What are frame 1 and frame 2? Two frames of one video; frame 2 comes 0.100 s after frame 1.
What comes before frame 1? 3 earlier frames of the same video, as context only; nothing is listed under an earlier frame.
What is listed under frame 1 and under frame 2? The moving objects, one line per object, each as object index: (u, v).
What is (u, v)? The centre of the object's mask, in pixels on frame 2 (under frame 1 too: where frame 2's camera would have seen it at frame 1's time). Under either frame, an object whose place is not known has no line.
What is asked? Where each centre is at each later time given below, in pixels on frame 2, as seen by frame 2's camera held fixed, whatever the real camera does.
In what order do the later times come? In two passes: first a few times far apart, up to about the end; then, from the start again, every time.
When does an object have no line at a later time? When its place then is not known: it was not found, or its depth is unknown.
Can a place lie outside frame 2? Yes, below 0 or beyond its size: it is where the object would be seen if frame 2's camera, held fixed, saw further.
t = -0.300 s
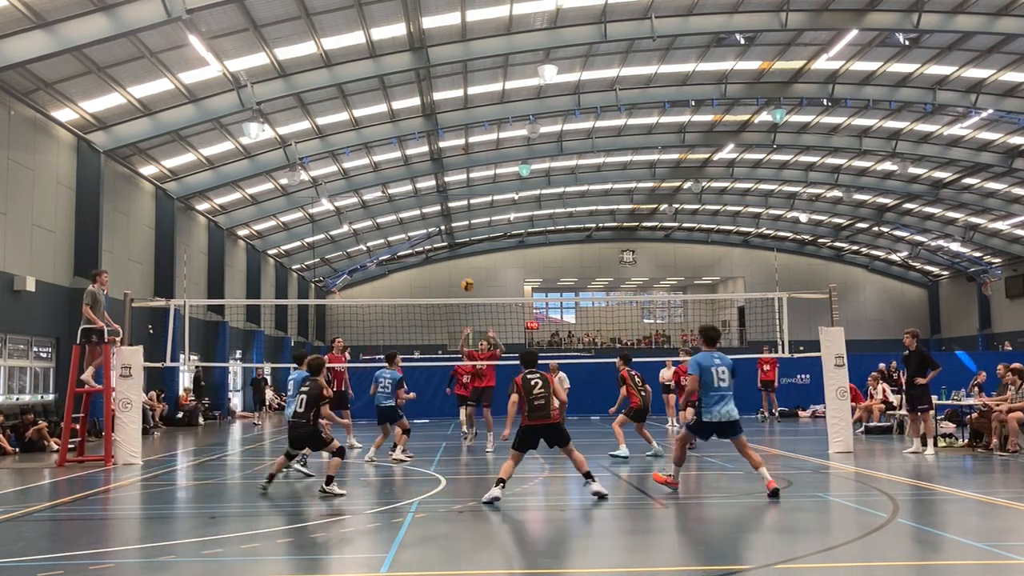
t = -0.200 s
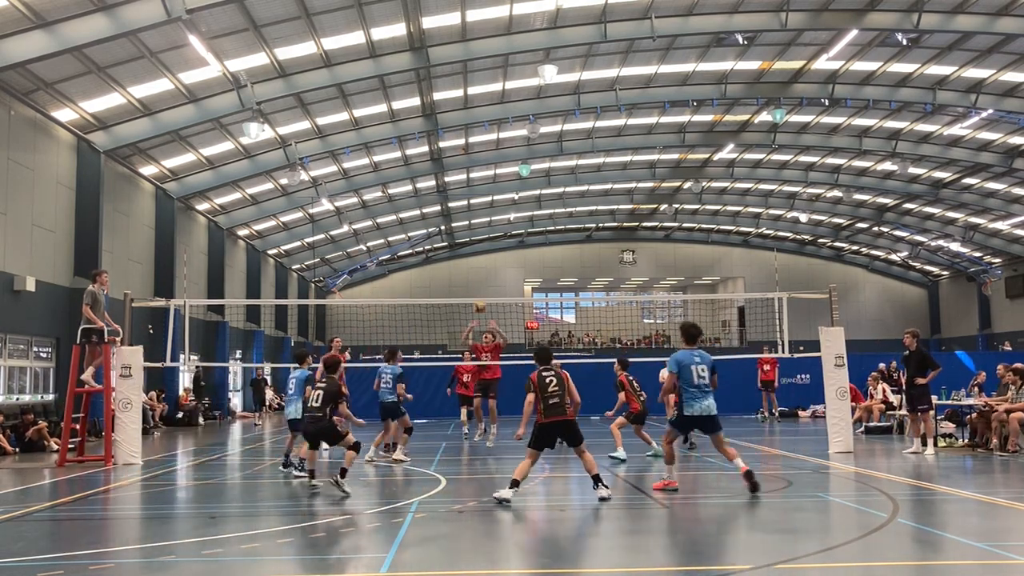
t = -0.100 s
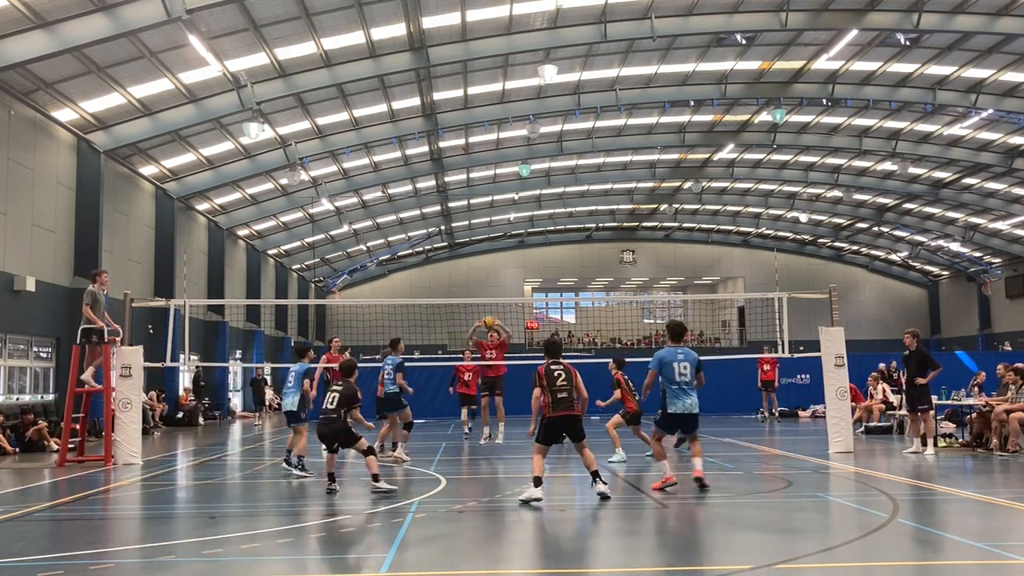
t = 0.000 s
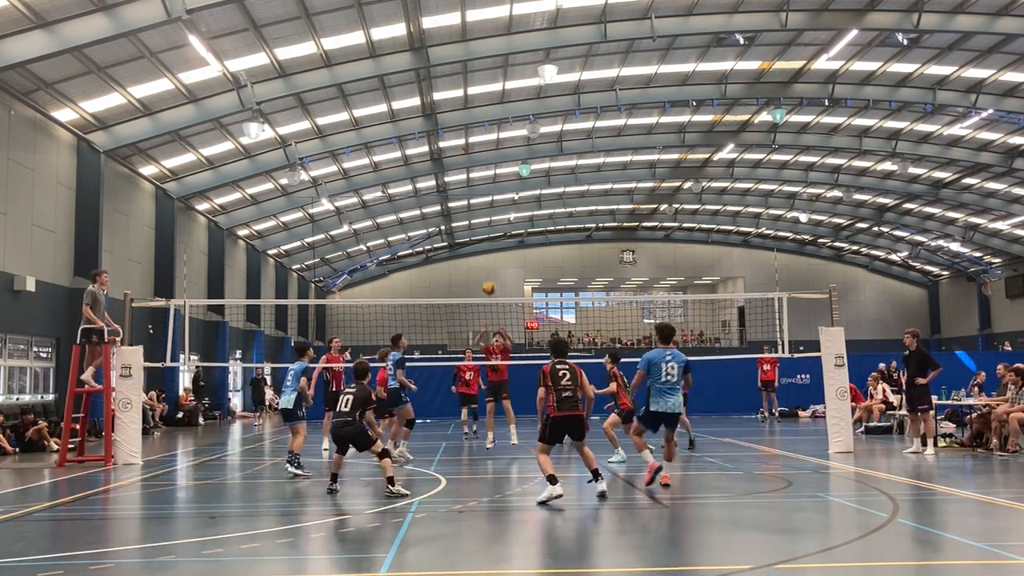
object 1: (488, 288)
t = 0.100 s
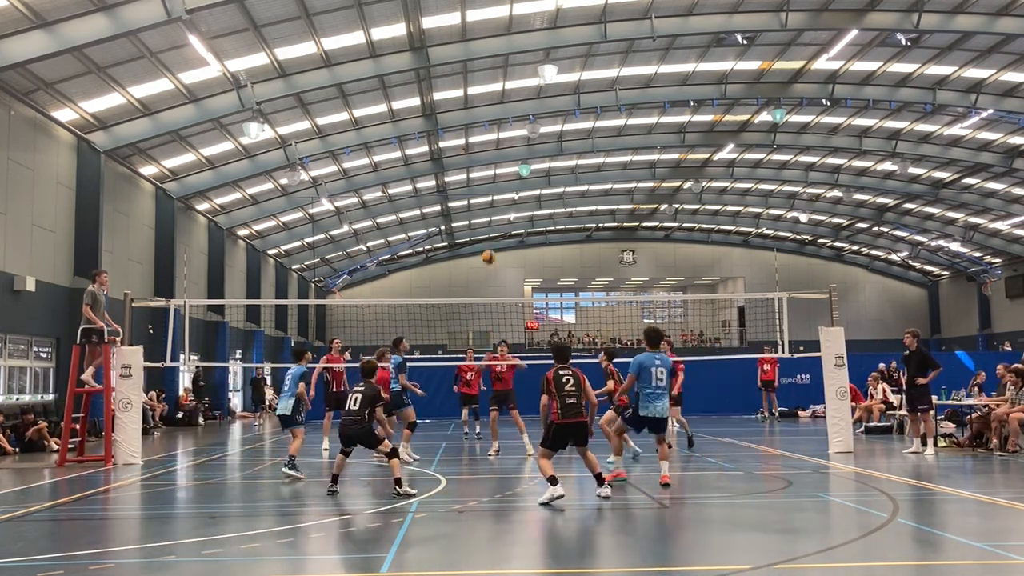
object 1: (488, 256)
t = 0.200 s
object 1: (488, 229)
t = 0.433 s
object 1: (486, 185)
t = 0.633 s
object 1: (490, 182)
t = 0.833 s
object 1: (491, 210)
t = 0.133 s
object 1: (489, 246)
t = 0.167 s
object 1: (488, 238)
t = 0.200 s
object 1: (488, 229)
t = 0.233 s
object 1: (489, 221)
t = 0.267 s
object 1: (489, 213)
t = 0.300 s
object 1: (489, 206)
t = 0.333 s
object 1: (488, 200)
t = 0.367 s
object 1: (486, 196)
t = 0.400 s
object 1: (486, 191)
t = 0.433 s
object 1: (486, 185)
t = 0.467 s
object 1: (485, 183)
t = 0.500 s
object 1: (489, 183)
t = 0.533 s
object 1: (489, 182)
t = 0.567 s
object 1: (489, 181)
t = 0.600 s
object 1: (490, 181)
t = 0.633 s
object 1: (490, 182)
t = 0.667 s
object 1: (489, 183)
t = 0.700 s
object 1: (490, 186)
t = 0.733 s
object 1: (489, 188)
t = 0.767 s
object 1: (489, 193)
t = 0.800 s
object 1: (489, 199)
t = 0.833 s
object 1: (491, 210)
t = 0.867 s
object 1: (491, 218)
